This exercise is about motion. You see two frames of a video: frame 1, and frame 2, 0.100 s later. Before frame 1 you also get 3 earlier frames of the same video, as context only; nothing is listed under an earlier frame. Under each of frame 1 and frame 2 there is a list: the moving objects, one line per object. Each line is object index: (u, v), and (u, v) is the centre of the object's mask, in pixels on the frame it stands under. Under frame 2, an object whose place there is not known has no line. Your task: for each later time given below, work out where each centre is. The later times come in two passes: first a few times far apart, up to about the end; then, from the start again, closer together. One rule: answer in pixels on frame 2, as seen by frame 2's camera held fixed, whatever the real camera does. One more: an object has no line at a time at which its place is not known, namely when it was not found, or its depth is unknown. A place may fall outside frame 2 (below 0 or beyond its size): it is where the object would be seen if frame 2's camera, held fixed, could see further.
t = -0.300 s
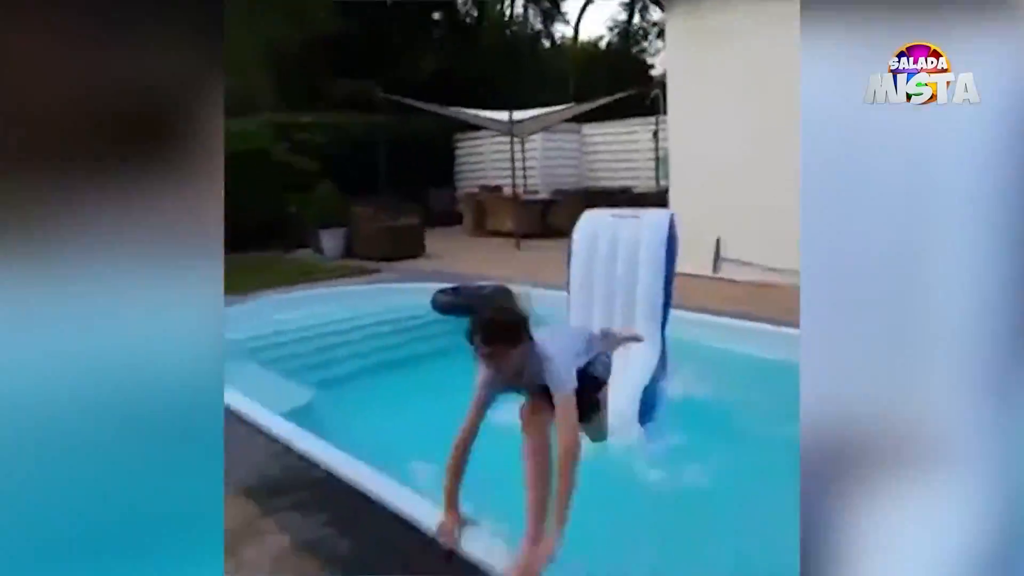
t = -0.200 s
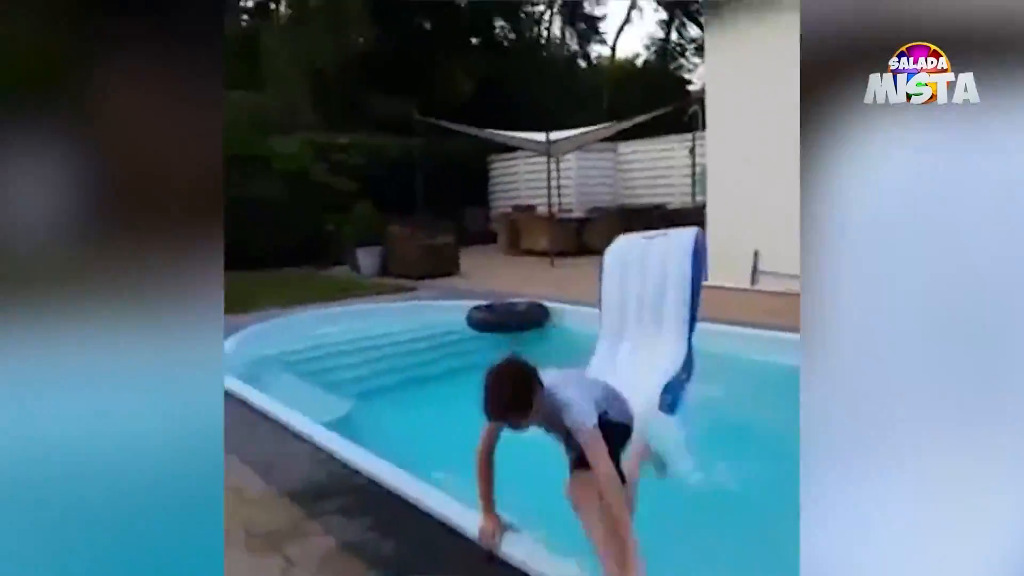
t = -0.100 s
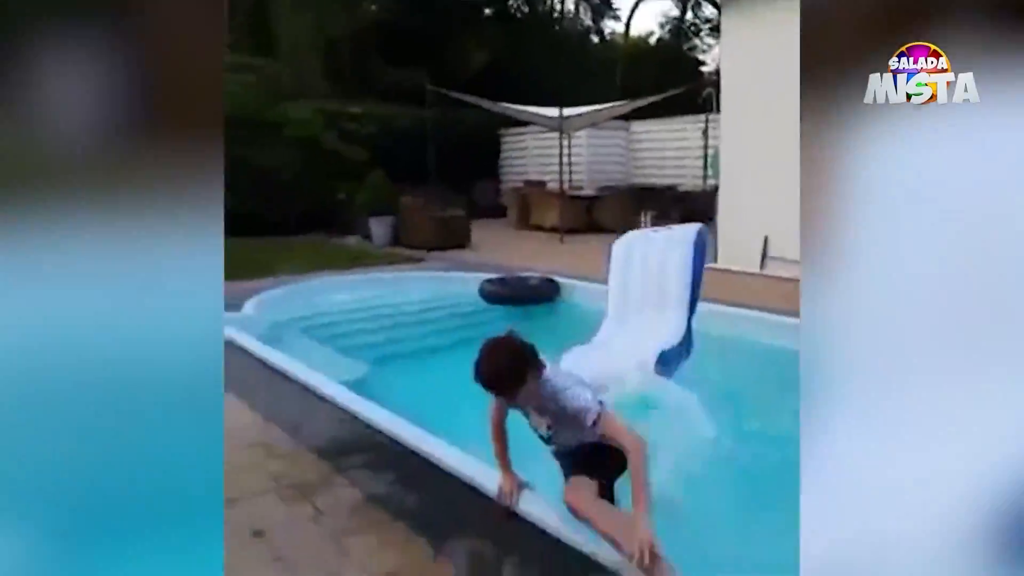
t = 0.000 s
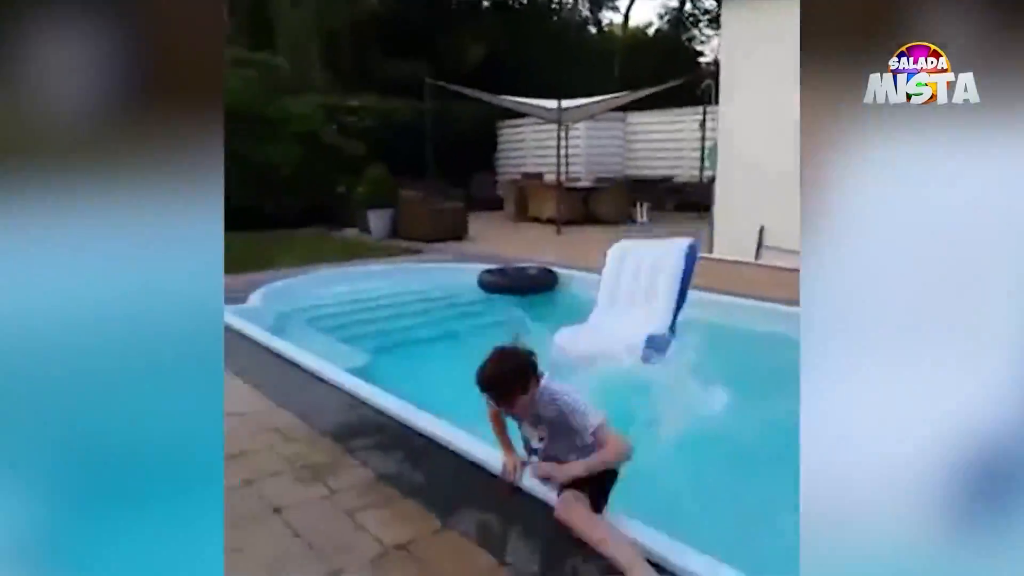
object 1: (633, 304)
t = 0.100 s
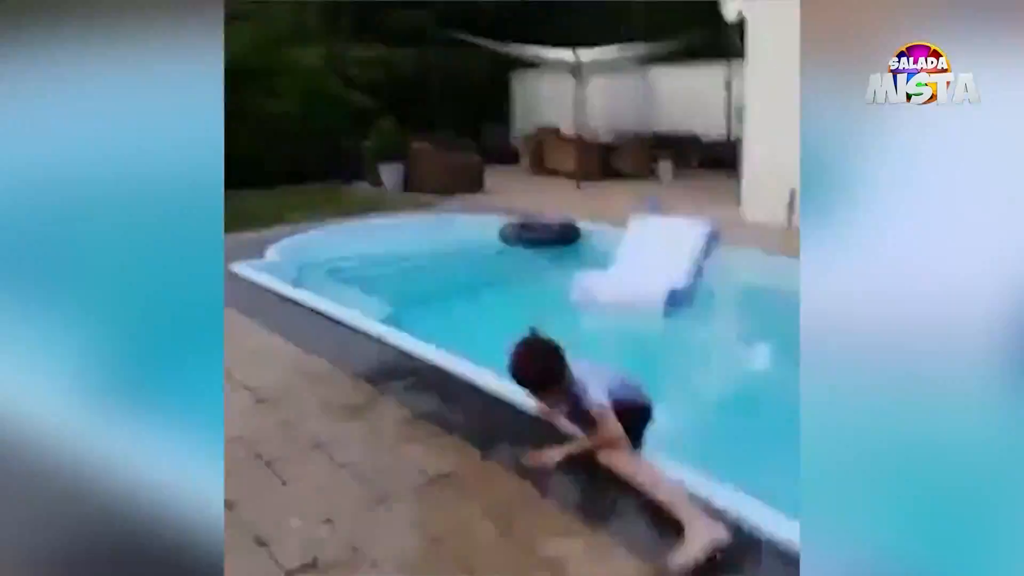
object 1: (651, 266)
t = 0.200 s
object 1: (638, 267)
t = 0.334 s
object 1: (637, 266)
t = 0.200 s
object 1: (638, 267)
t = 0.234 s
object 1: (639, 268)
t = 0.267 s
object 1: (638, 267)
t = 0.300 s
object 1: (639, 267)
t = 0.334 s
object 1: (637, 266)
